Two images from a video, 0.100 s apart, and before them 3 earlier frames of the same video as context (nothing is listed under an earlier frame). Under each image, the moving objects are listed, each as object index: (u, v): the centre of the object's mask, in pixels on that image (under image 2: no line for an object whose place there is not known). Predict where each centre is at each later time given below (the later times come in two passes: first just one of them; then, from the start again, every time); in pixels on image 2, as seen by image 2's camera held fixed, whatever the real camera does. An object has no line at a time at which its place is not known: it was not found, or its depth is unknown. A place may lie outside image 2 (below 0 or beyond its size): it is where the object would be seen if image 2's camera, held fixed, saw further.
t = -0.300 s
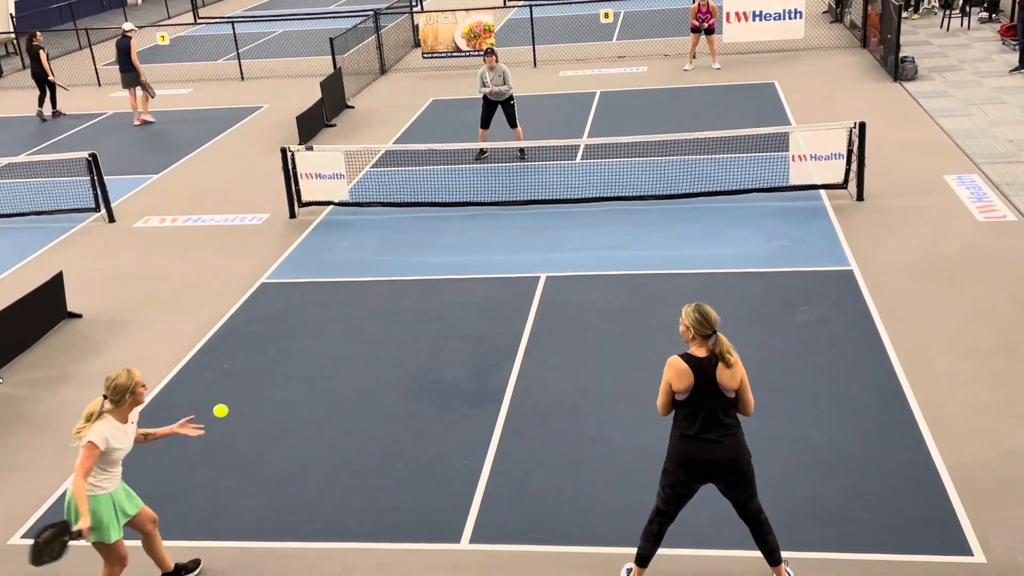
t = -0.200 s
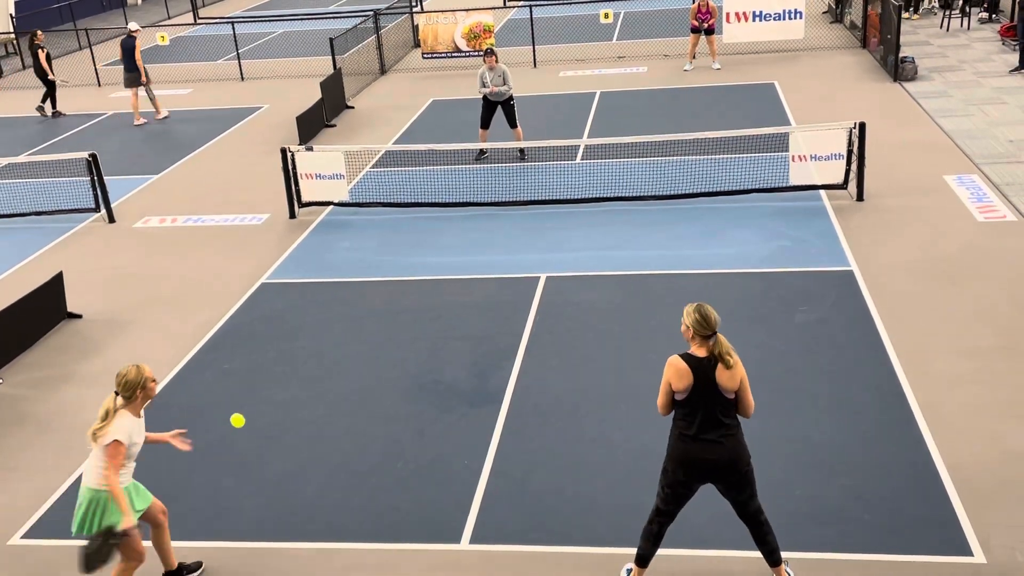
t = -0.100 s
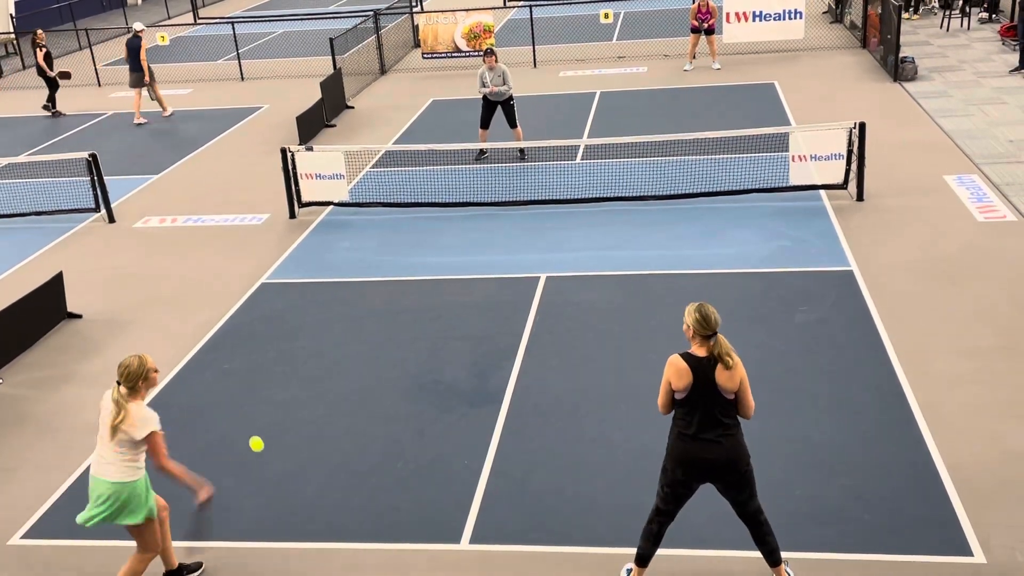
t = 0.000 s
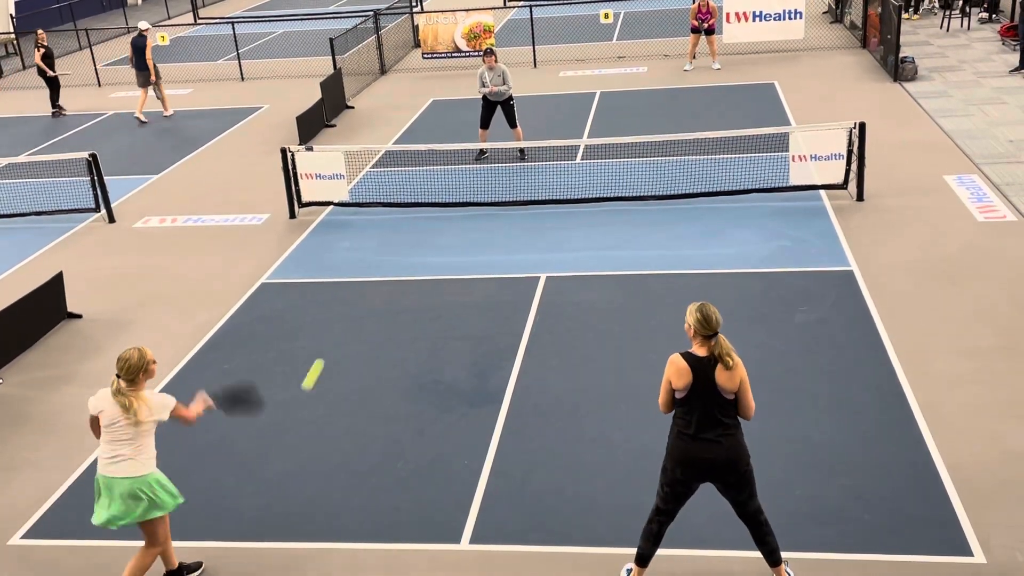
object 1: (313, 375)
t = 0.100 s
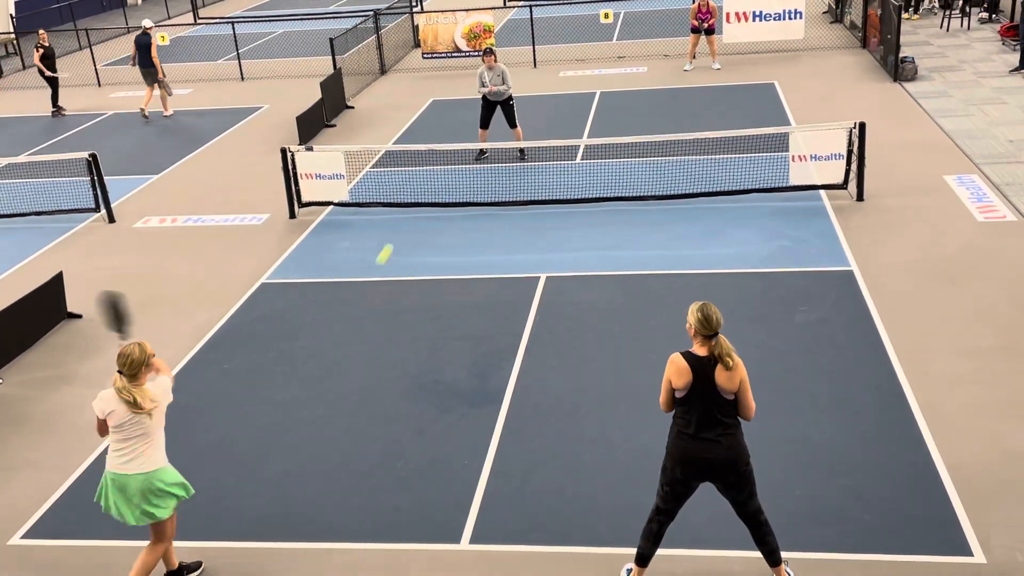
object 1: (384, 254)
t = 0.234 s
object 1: (452, 167)
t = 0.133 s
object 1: (403, 226)
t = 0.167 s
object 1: (421, 203)
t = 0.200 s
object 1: (437, 184)
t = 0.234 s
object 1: (452, 167)
